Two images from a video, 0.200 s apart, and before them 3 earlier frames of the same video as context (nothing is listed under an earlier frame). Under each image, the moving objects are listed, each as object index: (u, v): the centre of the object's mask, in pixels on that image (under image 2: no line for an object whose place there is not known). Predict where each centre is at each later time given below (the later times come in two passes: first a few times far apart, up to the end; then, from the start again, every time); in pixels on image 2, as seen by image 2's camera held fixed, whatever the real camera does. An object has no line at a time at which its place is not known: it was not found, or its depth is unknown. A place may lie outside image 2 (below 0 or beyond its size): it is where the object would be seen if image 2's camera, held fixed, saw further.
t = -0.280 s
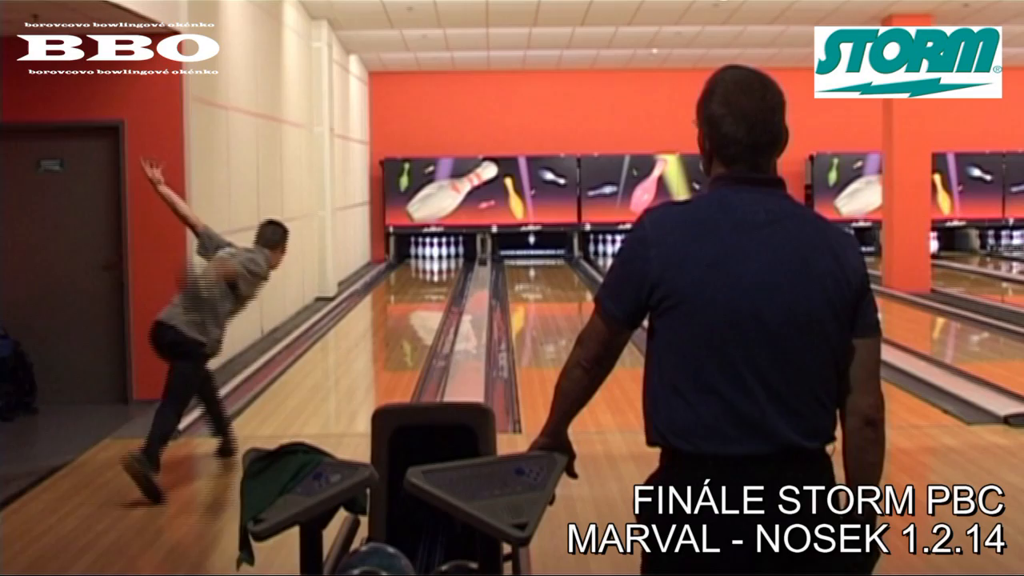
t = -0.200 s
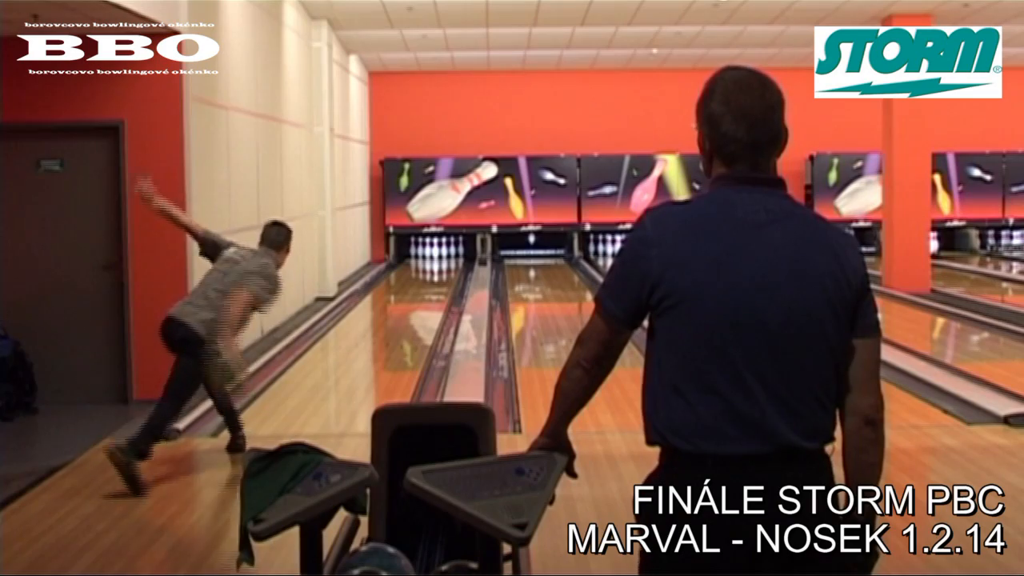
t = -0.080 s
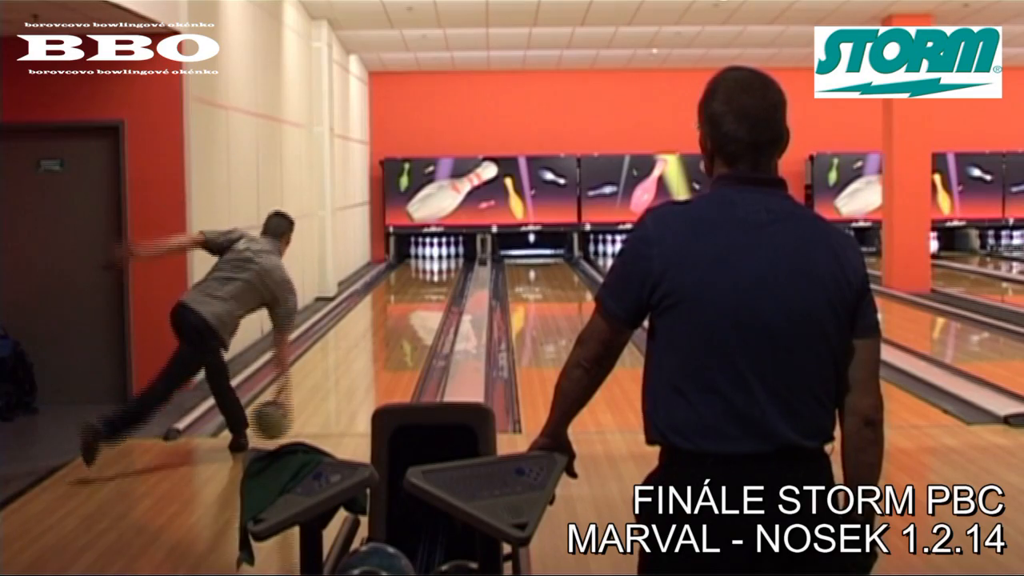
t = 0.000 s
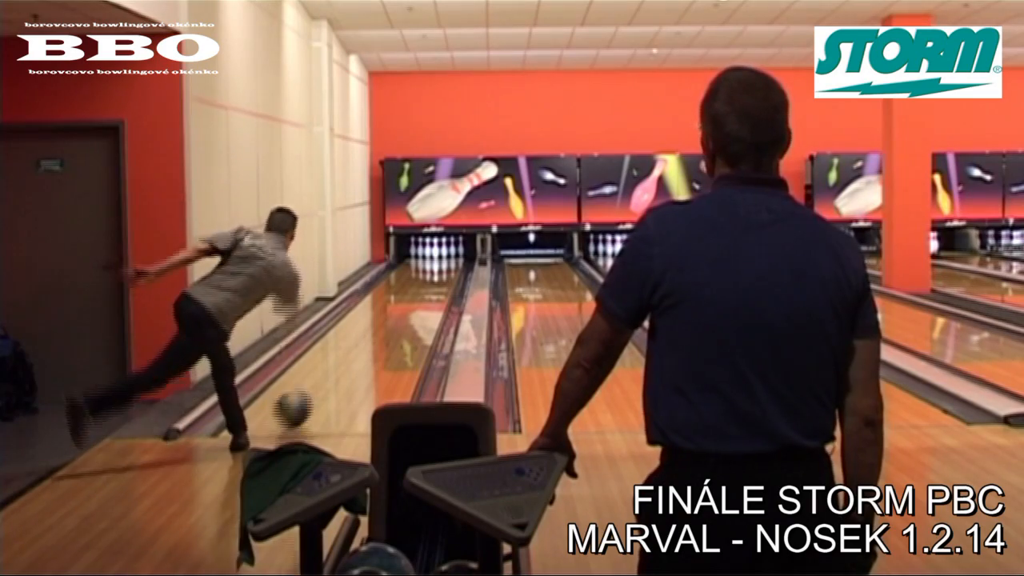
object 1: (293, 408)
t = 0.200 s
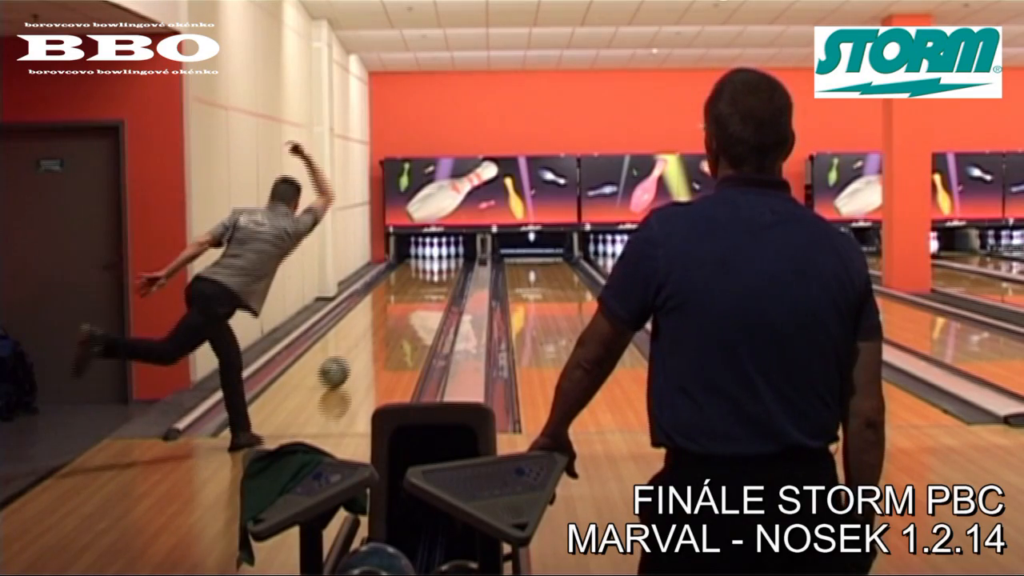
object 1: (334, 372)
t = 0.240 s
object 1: (340, 367)
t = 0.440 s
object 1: (367, 342)
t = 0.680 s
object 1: (393, 320)
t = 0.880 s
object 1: (406, 306)
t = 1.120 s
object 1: (421, 291)
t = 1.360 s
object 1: (431, 280)
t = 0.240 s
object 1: (340, 367)
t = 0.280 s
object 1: (346, 361)
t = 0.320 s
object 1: (352, 356)
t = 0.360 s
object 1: (357, 350)
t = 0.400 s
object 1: (362, 346)
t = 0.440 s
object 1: (367, 342)
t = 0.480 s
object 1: (372, 338)
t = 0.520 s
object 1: (376, 334)
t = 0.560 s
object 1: (380, 331)
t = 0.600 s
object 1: (385, 326)
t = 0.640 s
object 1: (389, 323)
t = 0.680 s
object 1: (393, 320)
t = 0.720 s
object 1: (395, 317)
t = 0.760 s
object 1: (399, 313)
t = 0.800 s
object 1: (401, 310)
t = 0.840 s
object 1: (405, 307)
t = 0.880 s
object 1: (406, 306)
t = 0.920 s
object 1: (410, 302)
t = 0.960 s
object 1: (412, 300)
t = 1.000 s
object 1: (414, 297)
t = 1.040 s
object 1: (415, 296)
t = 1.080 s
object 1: (419, 294)
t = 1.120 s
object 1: (421, 291)
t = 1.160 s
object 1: (422, 289)
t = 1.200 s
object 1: (423, 287)
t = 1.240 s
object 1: (427, 286)
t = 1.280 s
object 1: (428, 285)
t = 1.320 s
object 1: (430, 282)
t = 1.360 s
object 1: (431, 280)
